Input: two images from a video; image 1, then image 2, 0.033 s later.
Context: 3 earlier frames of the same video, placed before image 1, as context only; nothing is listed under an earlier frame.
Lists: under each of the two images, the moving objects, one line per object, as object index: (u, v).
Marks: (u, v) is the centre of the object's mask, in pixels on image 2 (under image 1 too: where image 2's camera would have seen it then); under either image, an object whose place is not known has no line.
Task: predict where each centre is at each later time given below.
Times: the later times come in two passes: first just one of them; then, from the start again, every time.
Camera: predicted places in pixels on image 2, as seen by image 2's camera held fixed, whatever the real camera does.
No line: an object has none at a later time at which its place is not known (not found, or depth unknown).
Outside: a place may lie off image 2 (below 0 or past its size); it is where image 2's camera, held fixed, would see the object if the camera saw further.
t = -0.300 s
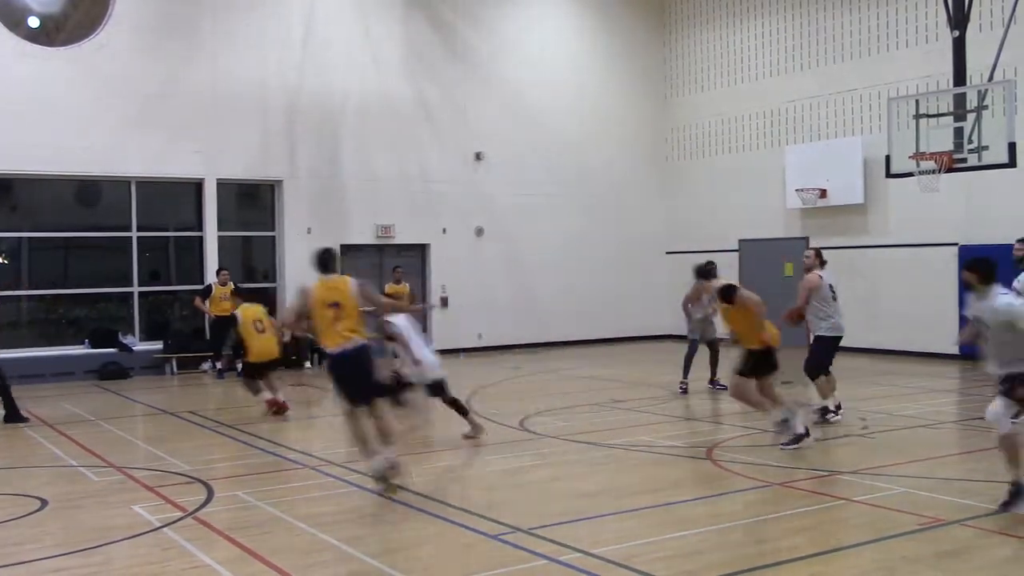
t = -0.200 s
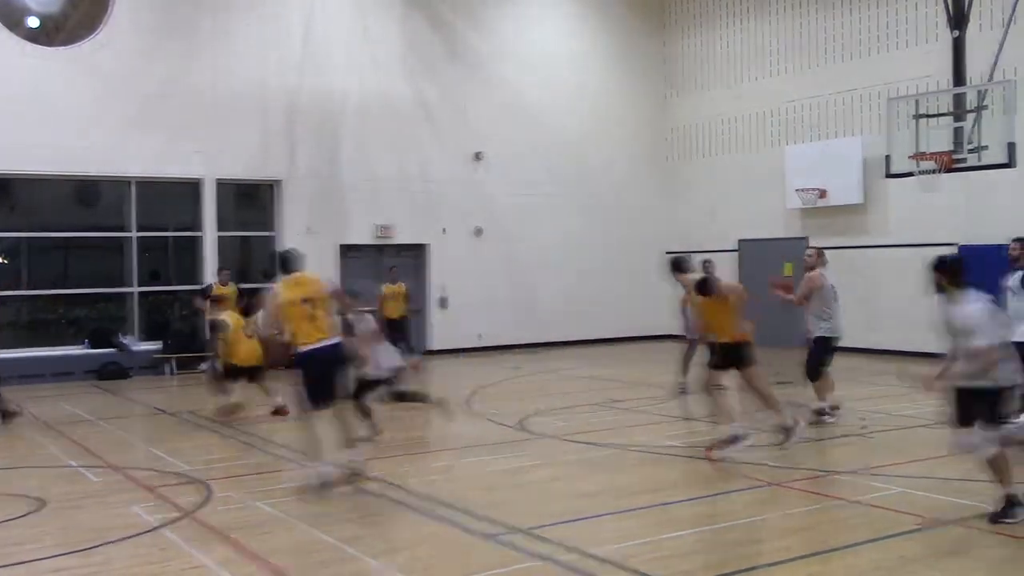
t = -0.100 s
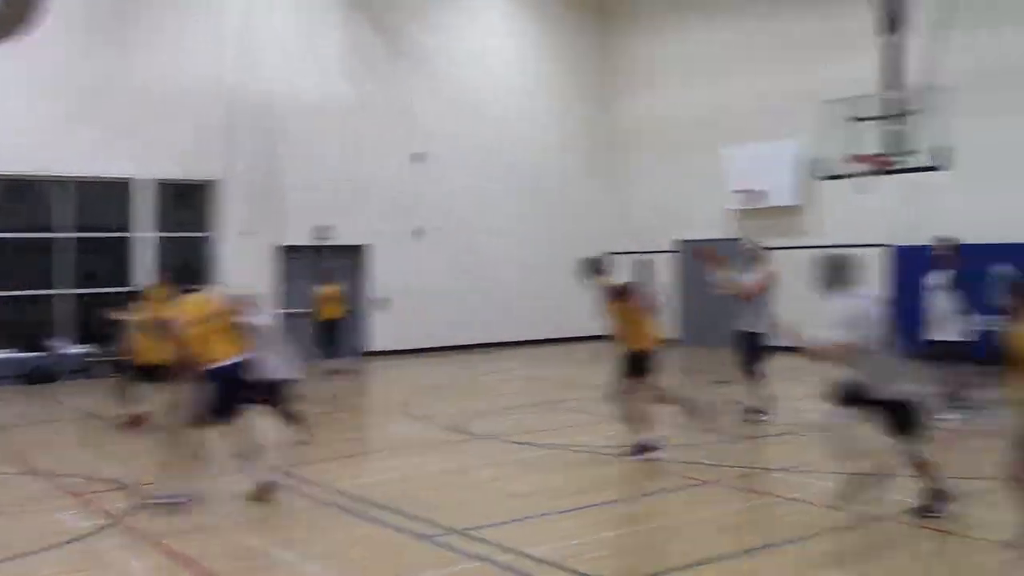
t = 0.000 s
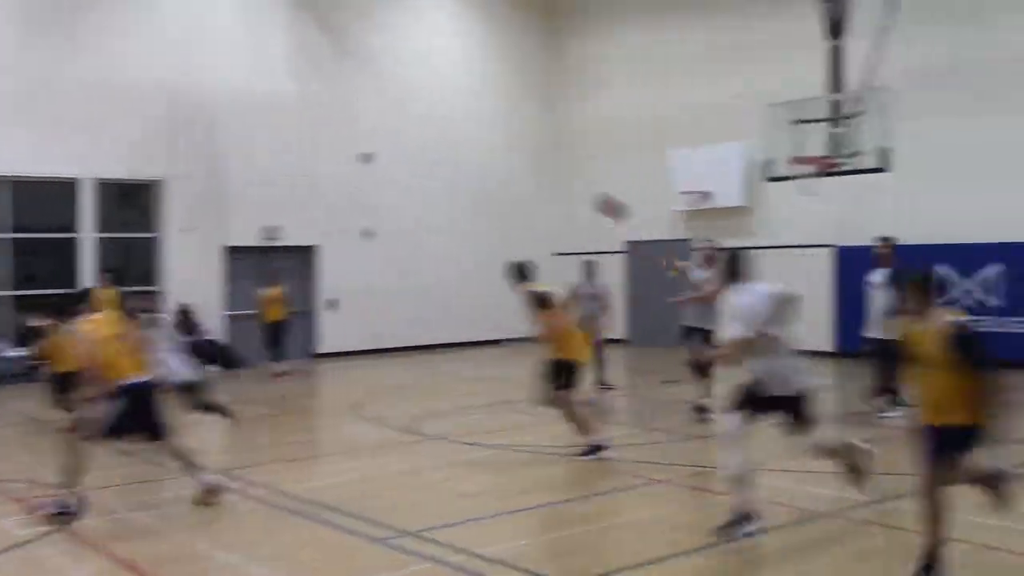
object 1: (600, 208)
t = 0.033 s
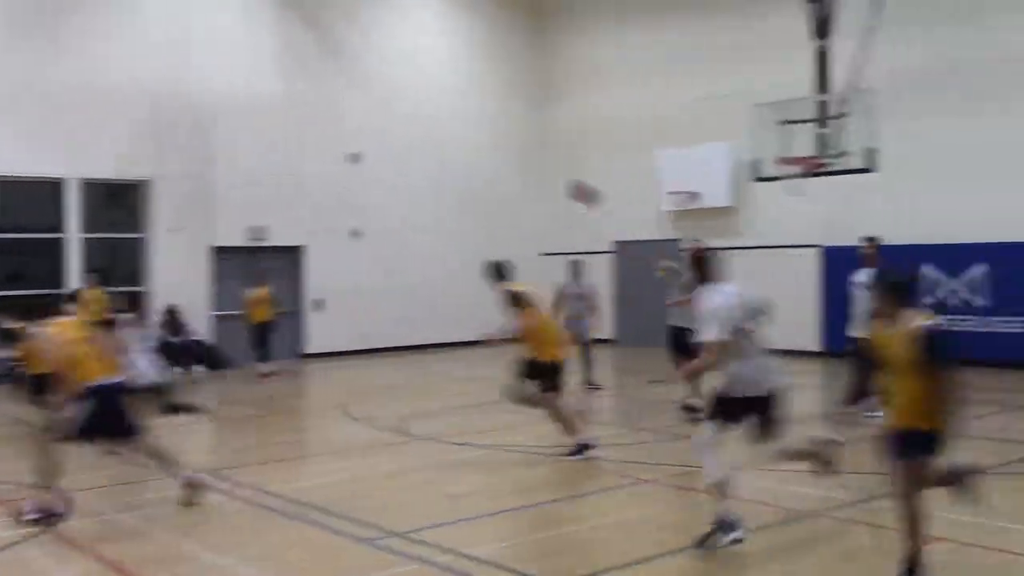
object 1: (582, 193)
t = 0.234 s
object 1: (473, 117)
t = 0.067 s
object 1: (565, 179)
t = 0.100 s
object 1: (550, 166)
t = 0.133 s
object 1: (532, 152)
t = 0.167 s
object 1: (513, 140)
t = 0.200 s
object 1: (494, 128)
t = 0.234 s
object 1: (473, 117)
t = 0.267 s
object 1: (450, 106)
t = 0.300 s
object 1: (427, 95)
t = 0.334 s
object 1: (403, 86)
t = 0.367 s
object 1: (376, 77)
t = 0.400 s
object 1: (350, 69)
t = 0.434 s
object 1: (319, 61)
